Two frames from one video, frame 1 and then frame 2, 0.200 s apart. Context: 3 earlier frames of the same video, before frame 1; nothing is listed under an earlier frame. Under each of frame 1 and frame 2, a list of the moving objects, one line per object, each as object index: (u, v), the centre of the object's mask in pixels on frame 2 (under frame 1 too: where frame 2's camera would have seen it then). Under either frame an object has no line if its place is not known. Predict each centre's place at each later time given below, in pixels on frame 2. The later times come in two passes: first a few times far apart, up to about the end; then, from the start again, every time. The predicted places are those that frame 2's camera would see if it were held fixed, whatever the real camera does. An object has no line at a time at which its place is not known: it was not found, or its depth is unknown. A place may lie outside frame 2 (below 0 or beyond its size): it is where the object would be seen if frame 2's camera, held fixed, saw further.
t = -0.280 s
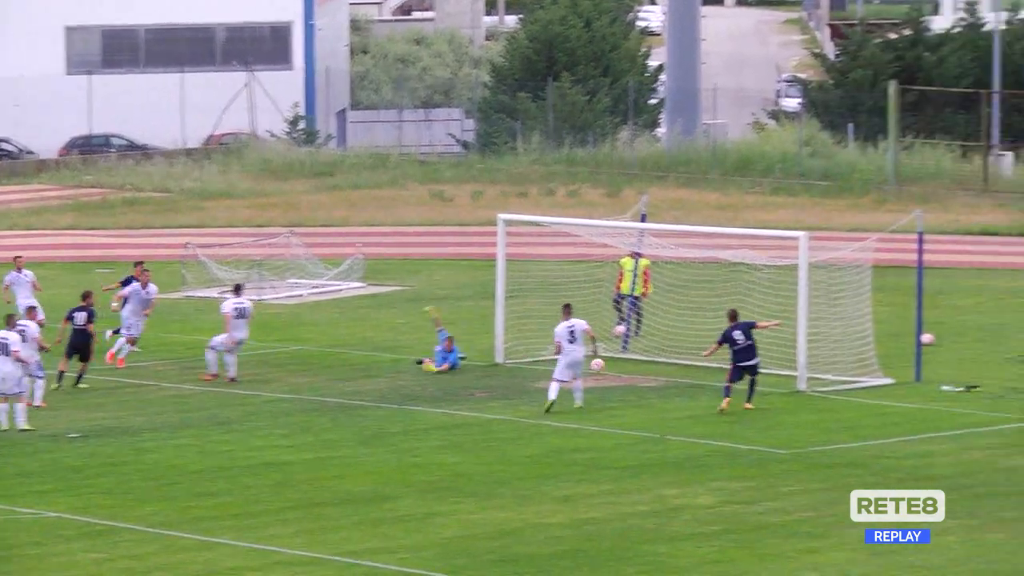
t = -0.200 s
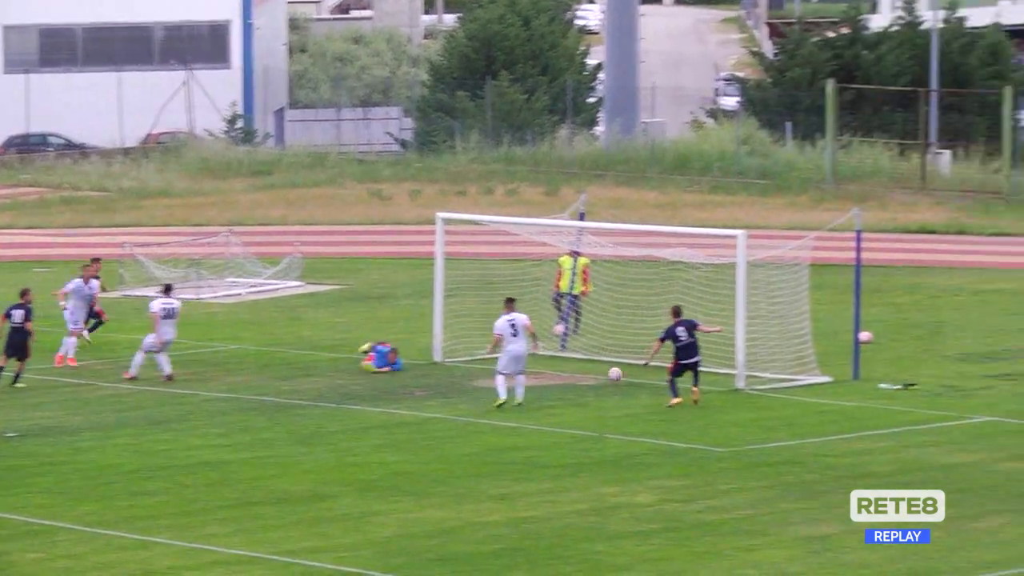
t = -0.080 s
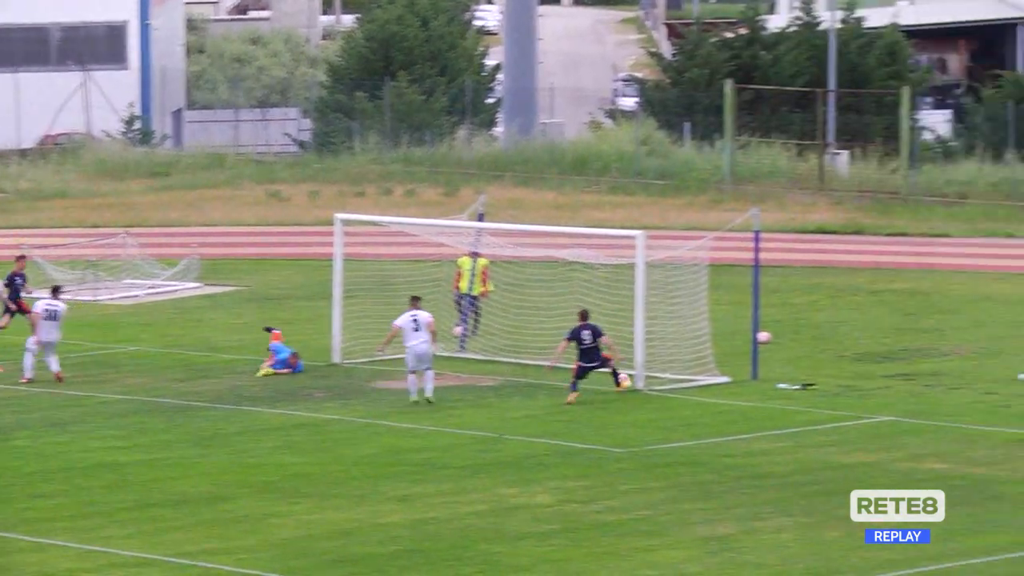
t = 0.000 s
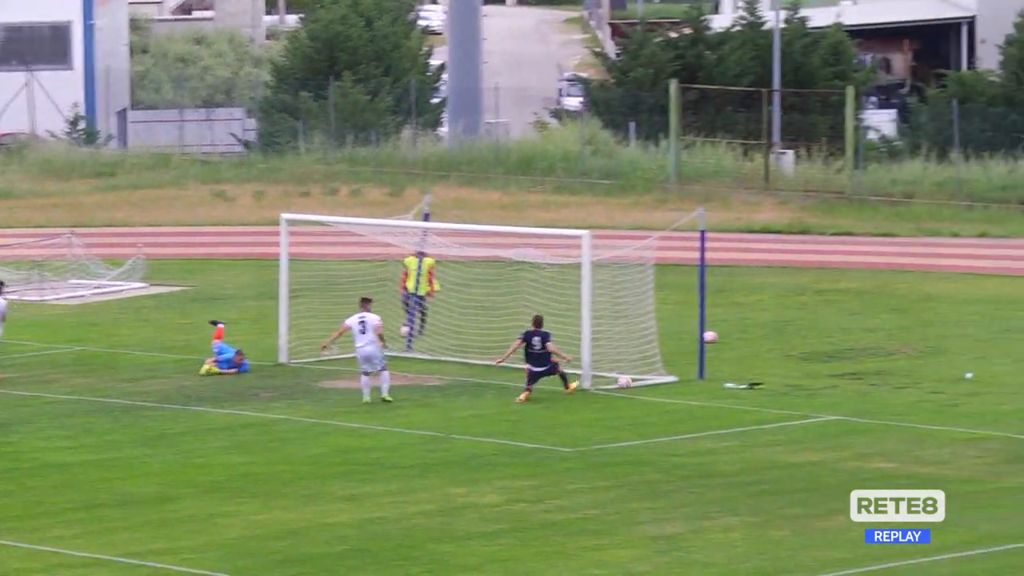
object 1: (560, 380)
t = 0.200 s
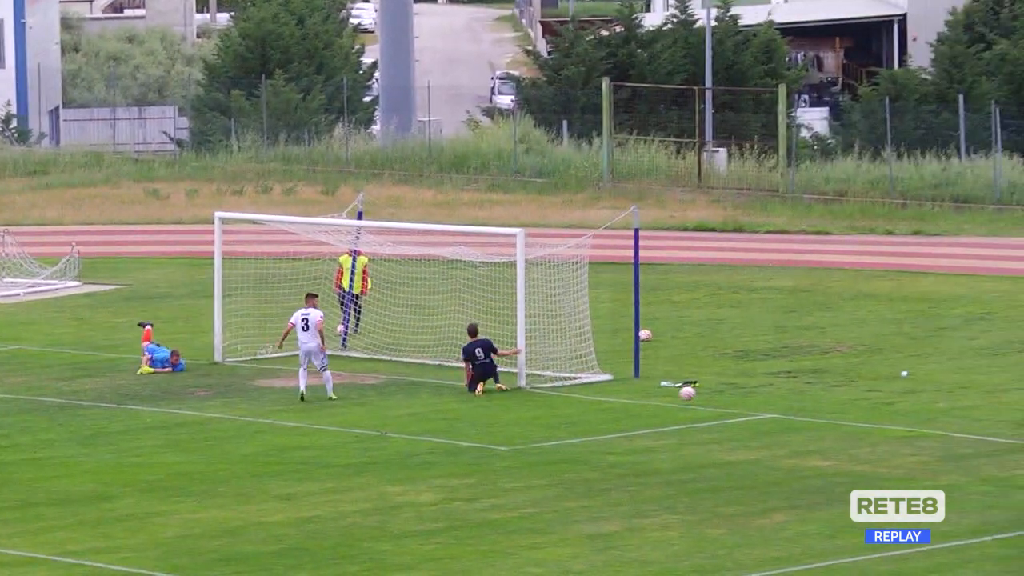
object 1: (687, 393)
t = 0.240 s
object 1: (711, 392)
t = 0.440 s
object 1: (830, 407)
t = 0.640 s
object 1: (949, 414)
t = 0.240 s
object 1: (711, 392)
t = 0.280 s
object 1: (735, 392)
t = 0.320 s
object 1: (758, 394)
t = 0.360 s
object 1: (782, 397)
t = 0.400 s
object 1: (806, 401)
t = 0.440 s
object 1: (830, 407)
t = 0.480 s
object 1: (854, 413)
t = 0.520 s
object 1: (878, 412)
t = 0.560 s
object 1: (901, 411)
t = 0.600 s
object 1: (925, 412)
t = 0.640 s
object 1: (949, 414)
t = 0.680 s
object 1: (973, 416)
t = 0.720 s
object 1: (996, 421)
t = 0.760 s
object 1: (1020, 424)
